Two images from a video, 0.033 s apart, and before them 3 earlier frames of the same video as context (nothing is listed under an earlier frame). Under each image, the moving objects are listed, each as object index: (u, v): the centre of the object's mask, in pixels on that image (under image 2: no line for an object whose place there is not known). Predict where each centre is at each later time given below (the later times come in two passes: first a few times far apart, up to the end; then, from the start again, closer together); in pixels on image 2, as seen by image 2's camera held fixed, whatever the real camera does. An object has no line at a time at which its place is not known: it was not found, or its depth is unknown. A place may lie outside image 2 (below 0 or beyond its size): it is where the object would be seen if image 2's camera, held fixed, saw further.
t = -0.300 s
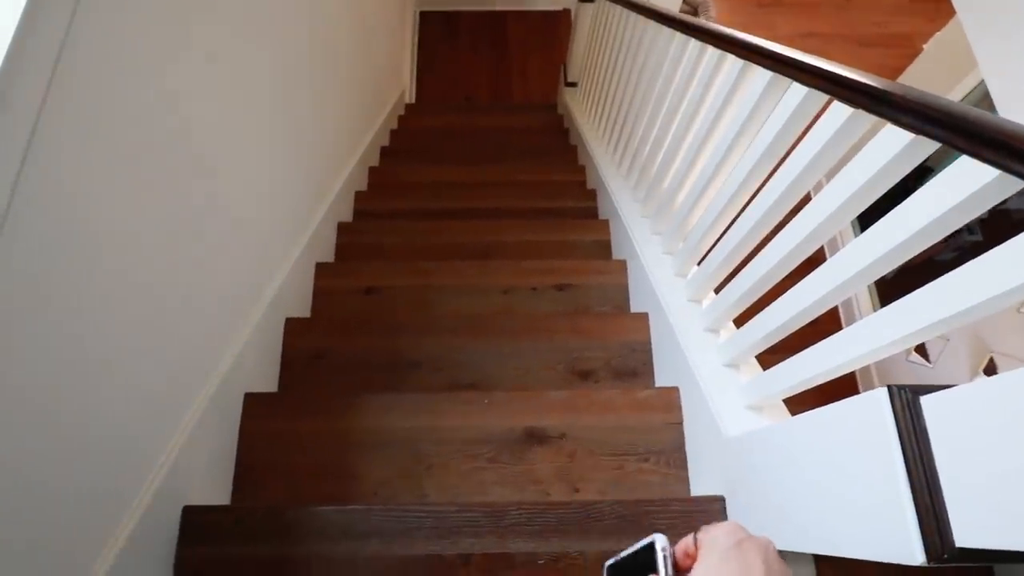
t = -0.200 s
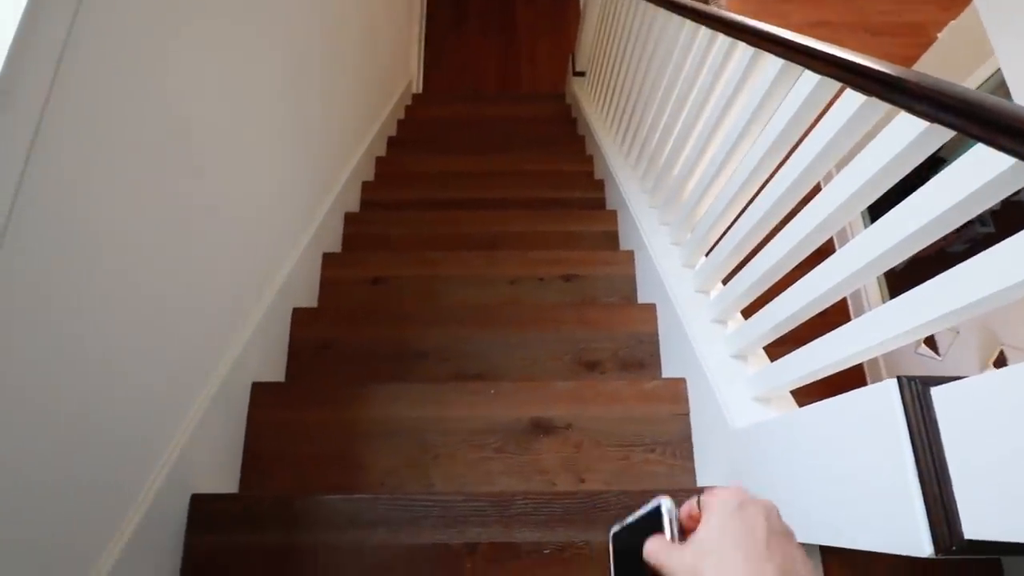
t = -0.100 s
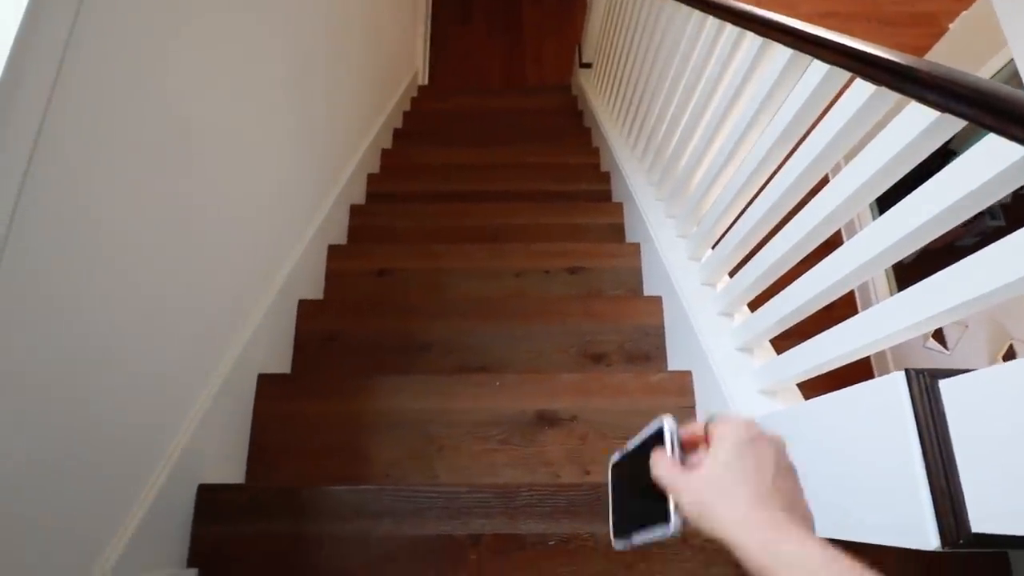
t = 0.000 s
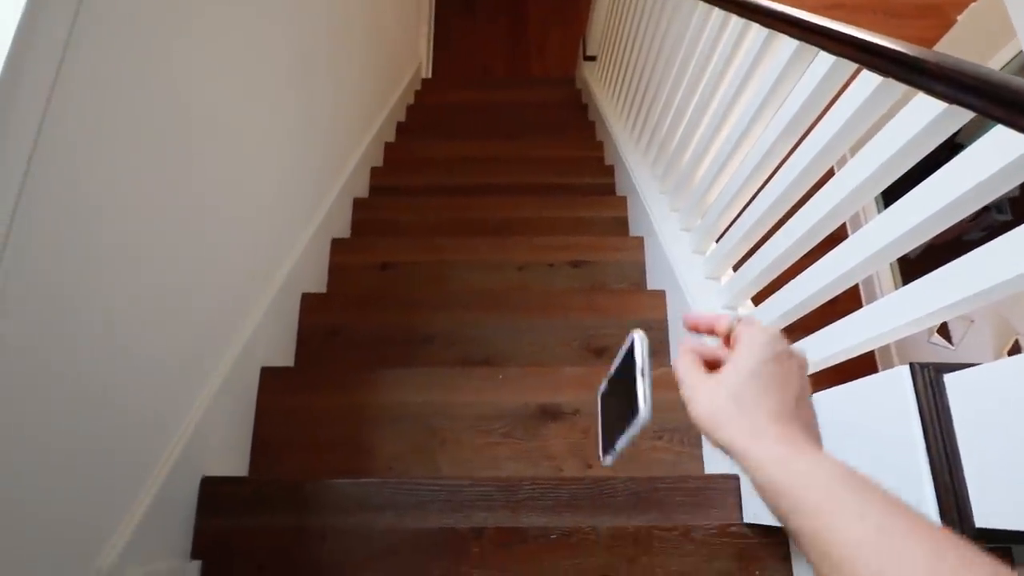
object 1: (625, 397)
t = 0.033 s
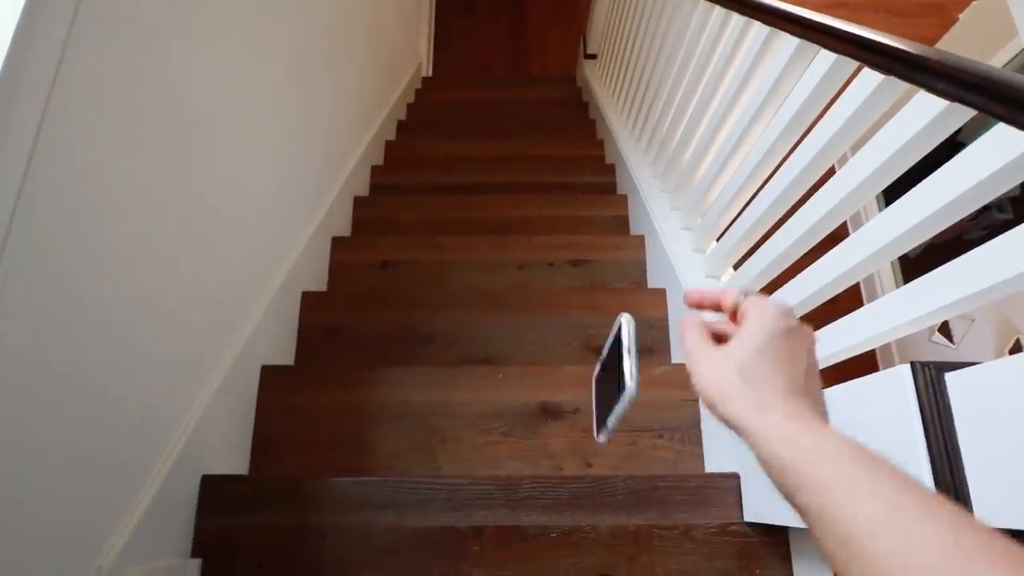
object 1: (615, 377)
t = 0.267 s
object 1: (558, 348)
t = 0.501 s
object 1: (524, 221)
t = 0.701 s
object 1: (498, 178)
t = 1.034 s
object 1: (462, 109)
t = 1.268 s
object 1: (442, 65)
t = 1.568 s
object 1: (443, 86)
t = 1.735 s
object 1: (453, 21)
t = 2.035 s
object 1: (474, -13)
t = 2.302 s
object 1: (491, -17)
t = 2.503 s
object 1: (488, -5)
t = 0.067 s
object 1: (605, 364)
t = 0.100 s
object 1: (595, 355)
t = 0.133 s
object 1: (586, 349)
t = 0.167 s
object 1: (577, 346)
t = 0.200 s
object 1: (570, 345)
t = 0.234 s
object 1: (564, 346)
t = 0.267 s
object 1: (558, 348)
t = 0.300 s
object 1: (554, 344)
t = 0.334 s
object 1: (550, 322)
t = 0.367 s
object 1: (545, 298)
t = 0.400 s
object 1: (540, 278)
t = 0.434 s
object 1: (535, 251)
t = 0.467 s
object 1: (529, 234)
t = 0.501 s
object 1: (524, 221)
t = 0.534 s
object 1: (519, 206)
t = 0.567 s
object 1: (514, 196)
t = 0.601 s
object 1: (509, 185)
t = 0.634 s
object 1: (505, 180)
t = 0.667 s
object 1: (501, 179)
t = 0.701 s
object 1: (498, 178)
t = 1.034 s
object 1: (462, 109)
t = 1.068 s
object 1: (458, 95)
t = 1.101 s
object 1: (454, 85)
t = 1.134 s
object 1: (452, 77)
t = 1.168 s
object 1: (449, 71)
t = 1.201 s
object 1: (446, 68)
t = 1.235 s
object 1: (444, 65)
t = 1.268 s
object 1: (442, 65)
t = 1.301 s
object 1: (440, 66)
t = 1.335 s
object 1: (440, 69)
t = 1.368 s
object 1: (438, 73)
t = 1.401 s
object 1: (437, 78)
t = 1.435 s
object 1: (437, 84)
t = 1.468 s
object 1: (437, 90)
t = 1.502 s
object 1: (440, 93)
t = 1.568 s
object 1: (443, 86)
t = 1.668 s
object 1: (448, 45)
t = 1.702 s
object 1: (449, 32)
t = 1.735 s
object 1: (453, 21)
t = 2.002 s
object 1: (474, -17)
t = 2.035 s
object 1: (474, -13)
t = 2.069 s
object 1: (477, -16)
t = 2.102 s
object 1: (480, -24)
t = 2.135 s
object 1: (483, -25)
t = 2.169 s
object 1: (486, -24)
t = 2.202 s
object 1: (485, -21)
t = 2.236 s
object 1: (486, -20)
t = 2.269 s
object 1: (487, -19)
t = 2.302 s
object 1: (491, -17)
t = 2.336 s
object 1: (491, -14)
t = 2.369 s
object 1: (489, -14)
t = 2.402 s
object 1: (488, -11)
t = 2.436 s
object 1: (488, -10)
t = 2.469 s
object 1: (488, -8)
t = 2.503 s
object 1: (488, -5)
